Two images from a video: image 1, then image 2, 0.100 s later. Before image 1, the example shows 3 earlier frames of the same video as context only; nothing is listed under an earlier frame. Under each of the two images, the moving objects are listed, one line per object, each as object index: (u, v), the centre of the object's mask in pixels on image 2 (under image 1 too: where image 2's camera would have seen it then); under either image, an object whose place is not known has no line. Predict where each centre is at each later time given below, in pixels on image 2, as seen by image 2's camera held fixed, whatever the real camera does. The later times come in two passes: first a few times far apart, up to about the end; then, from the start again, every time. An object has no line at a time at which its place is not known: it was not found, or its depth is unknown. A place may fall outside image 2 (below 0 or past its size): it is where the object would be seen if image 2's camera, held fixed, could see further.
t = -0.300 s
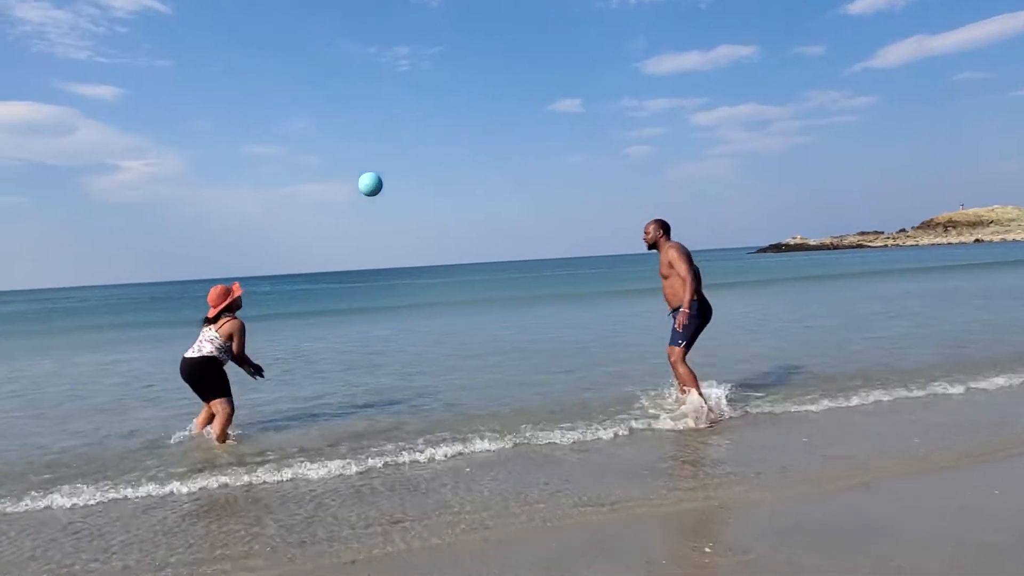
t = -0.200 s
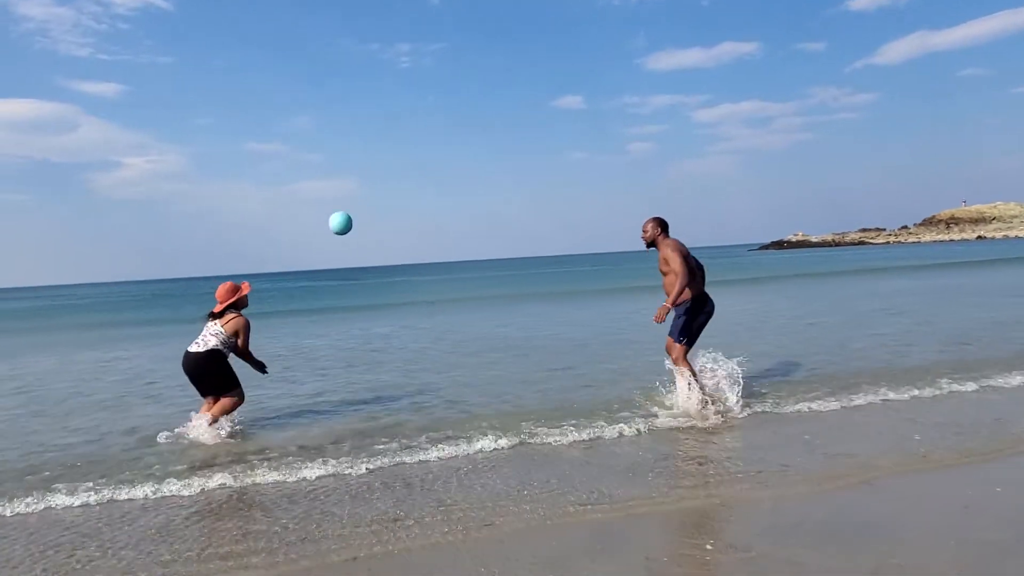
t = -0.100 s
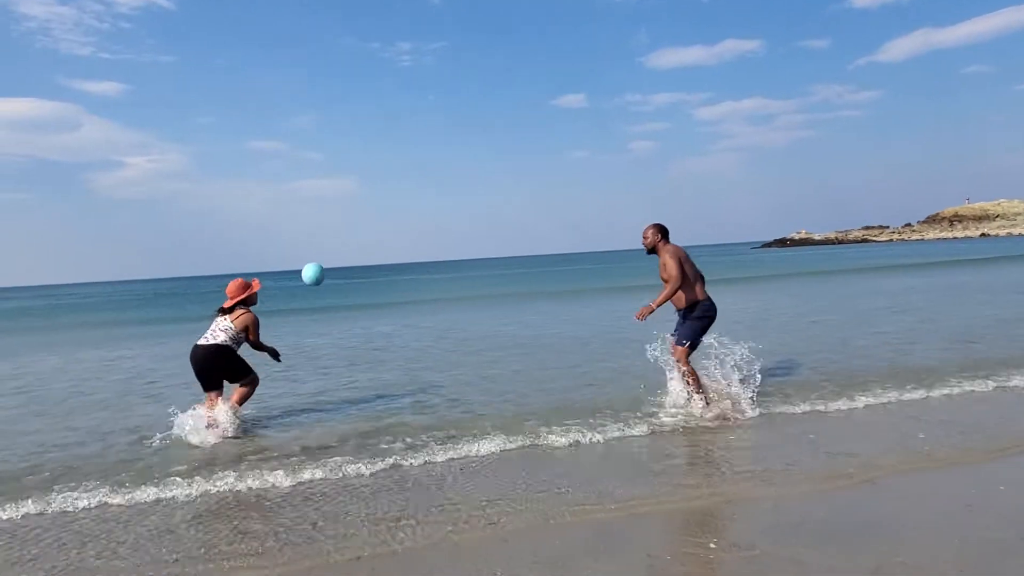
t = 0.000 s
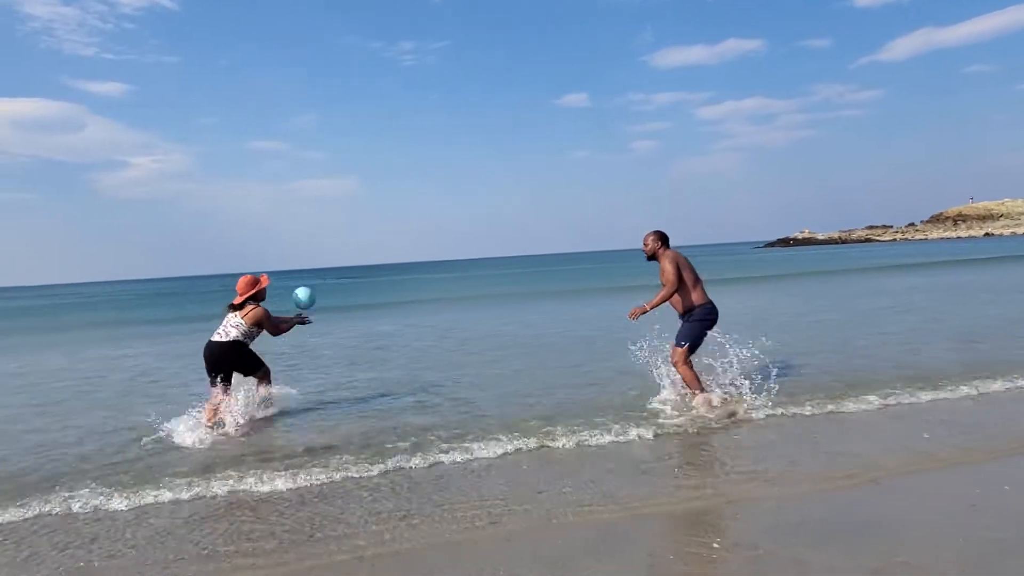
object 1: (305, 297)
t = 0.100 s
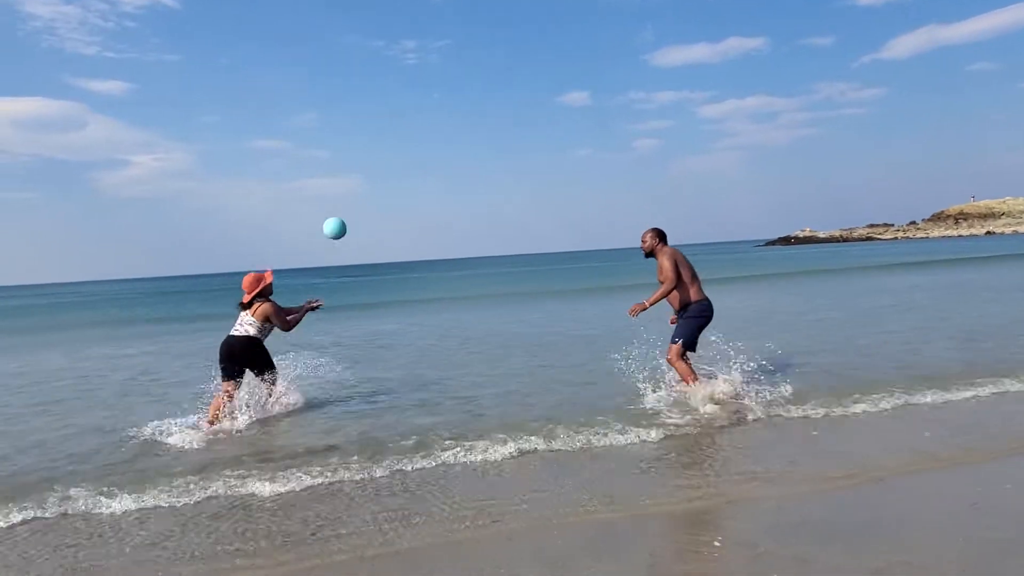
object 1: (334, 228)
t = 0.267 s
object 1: (382, 137)
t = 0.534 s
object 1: (454, 55)
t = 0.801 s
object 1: (522, 52)
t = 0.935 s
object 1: (555, 78)
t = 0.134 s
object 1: (344, 208)
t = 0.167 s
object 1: (353, 188)
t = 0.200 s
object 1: (363, 170)
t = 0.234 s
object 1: (373, 153)
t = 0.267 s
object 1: (382, 137)
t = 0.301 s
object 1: (391, 122)
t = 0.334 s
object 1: (400, 108)
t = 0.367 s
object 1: (410, 96)
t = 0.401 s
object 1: (419, 86)
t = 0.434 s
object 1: (428, 76)
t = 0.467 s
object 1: (436, 68)
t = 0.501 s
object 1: (445, 61)
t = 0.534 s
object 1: (454, 55)
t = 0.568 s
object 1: (463, 51)
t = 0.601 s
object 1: (471, 48)
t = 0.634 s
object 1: (480, 45)
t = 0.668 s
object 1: (489, 44)
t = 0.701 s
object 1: (497, 44)
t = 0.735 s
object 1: (505, 45)
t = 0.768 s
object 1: (513, 48)
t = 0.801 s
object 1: (522, 52)
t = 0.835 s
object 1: (530, 56)
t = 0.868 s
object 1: (538, 62)
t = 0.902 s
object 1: (546, 69)
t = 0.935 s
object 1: (555, 78)
